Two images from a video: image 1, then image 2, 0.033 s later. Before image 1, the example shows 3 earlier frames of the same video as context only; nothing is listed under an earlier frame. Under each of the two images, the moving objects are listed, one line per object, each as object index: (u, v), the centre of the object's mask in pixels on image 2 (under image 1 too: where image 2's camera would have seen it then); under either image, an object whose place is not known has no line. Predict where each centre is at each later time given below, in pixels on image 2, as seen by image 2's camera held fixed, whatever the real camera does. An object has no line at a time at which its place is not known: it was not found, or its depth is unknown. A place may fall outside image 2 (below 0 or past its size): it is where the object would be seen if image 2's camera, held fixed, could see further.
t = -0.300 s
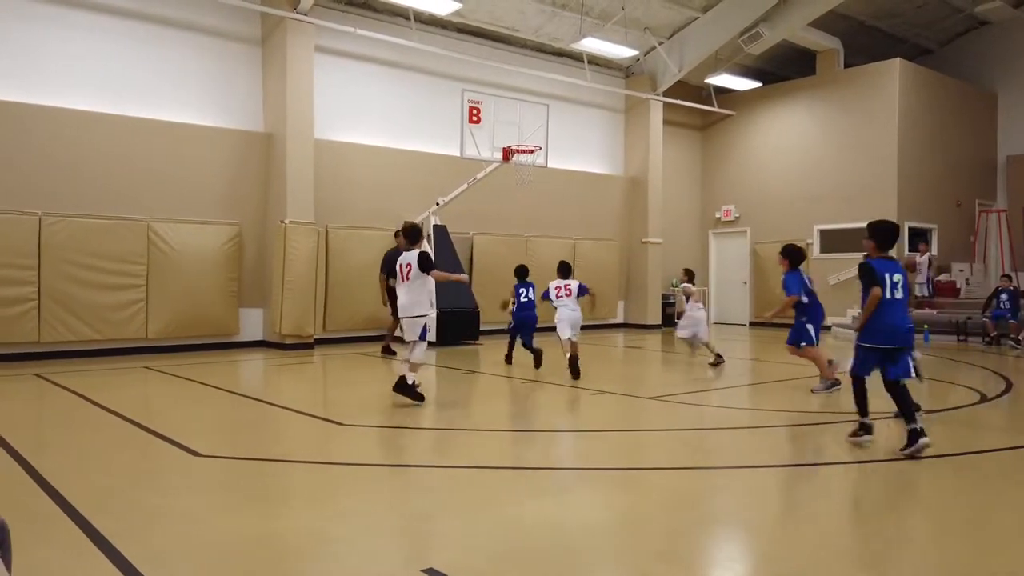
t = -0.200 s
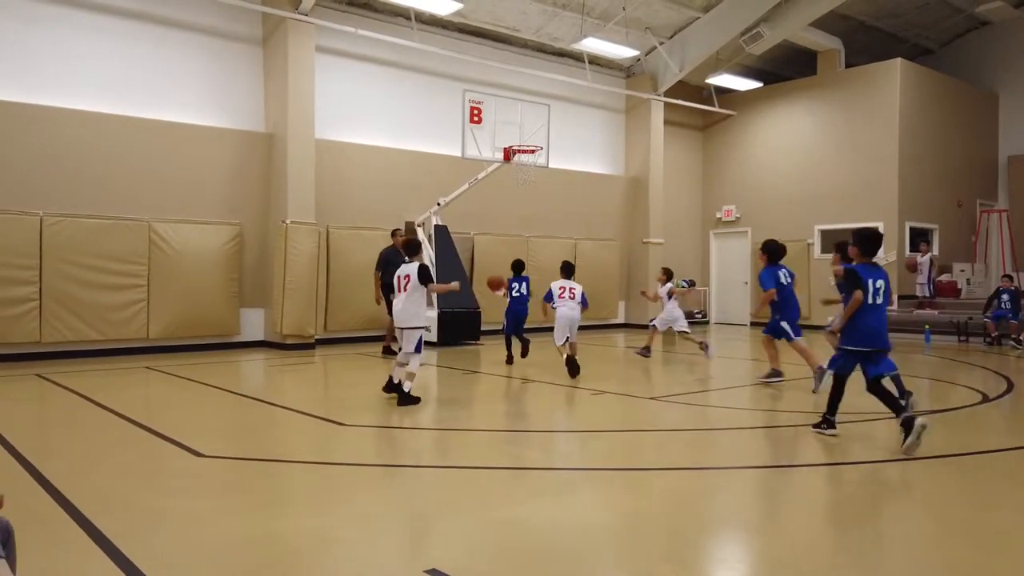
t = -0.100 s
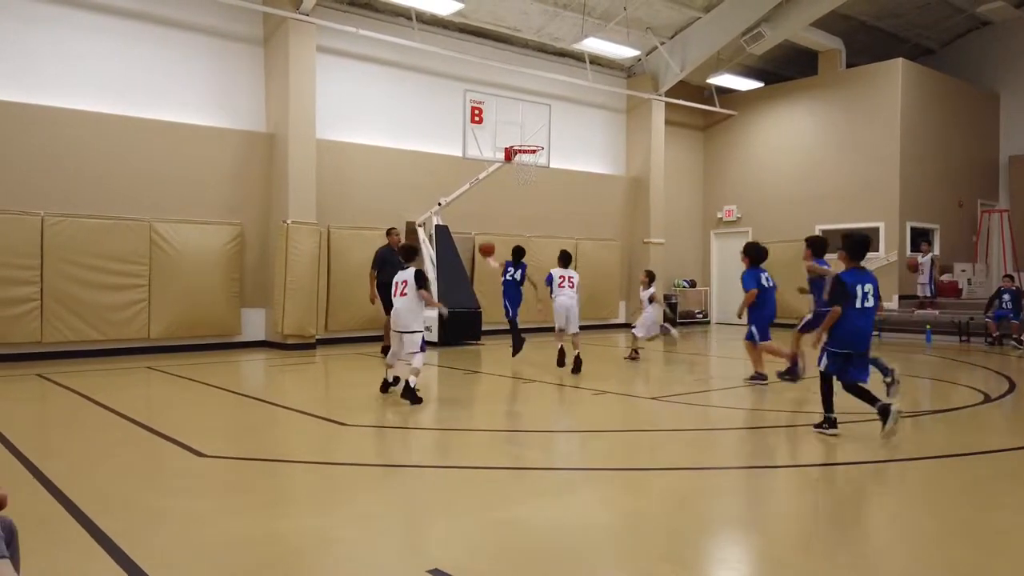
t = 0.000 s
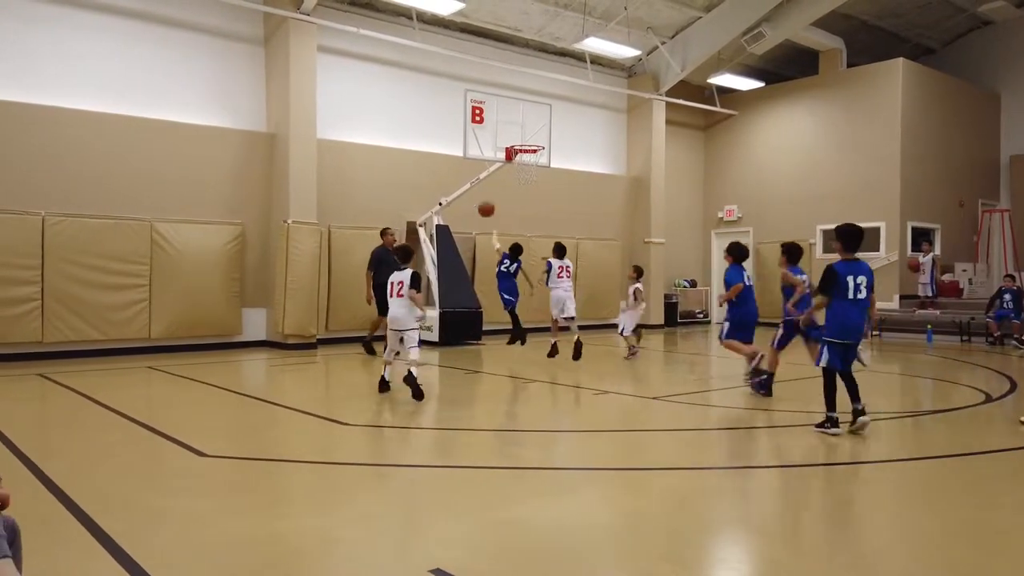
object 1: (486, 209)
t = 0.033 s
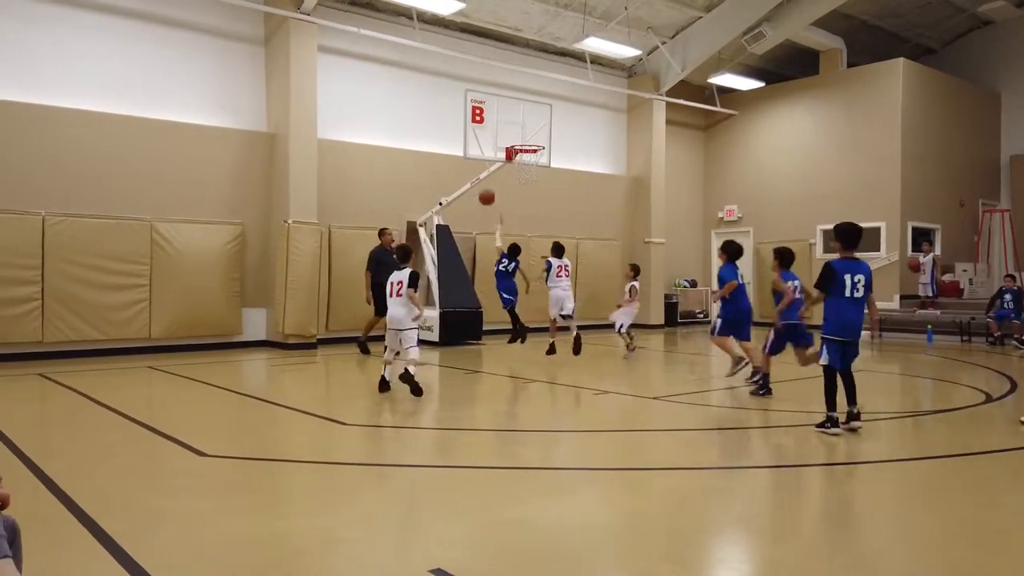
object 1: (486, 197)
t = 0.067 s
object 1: (486, 186)
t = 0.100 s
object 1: (487, 177)
